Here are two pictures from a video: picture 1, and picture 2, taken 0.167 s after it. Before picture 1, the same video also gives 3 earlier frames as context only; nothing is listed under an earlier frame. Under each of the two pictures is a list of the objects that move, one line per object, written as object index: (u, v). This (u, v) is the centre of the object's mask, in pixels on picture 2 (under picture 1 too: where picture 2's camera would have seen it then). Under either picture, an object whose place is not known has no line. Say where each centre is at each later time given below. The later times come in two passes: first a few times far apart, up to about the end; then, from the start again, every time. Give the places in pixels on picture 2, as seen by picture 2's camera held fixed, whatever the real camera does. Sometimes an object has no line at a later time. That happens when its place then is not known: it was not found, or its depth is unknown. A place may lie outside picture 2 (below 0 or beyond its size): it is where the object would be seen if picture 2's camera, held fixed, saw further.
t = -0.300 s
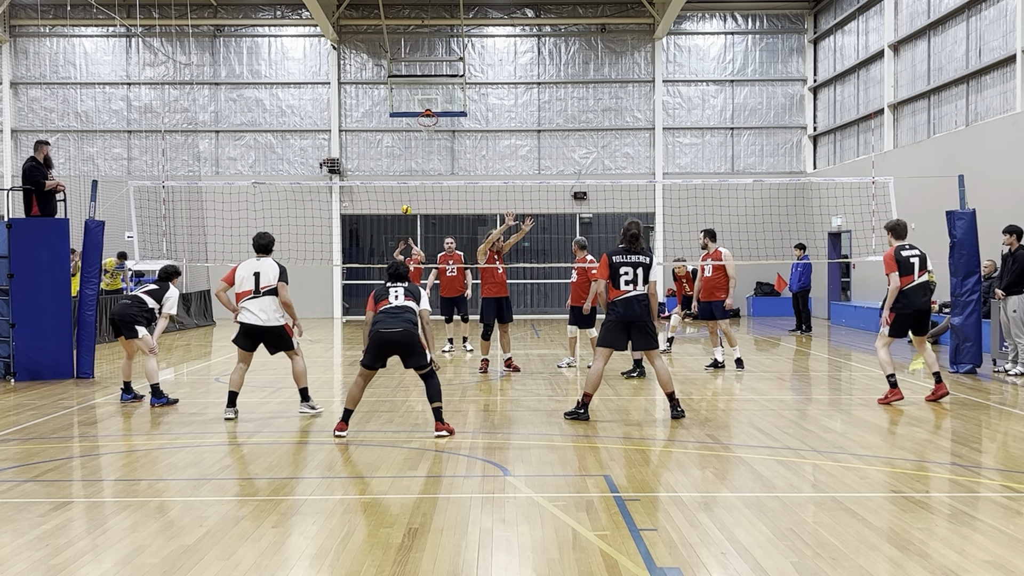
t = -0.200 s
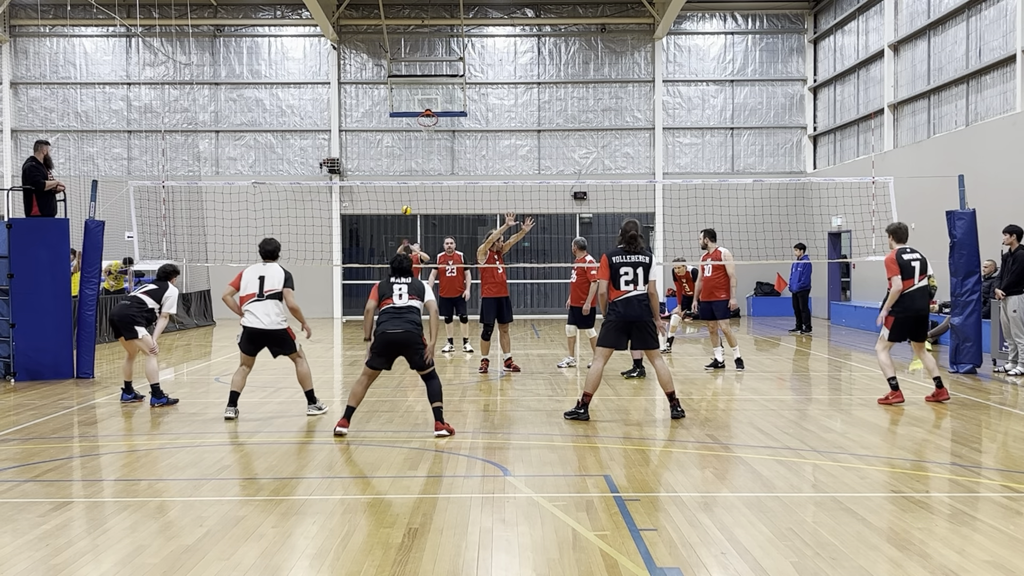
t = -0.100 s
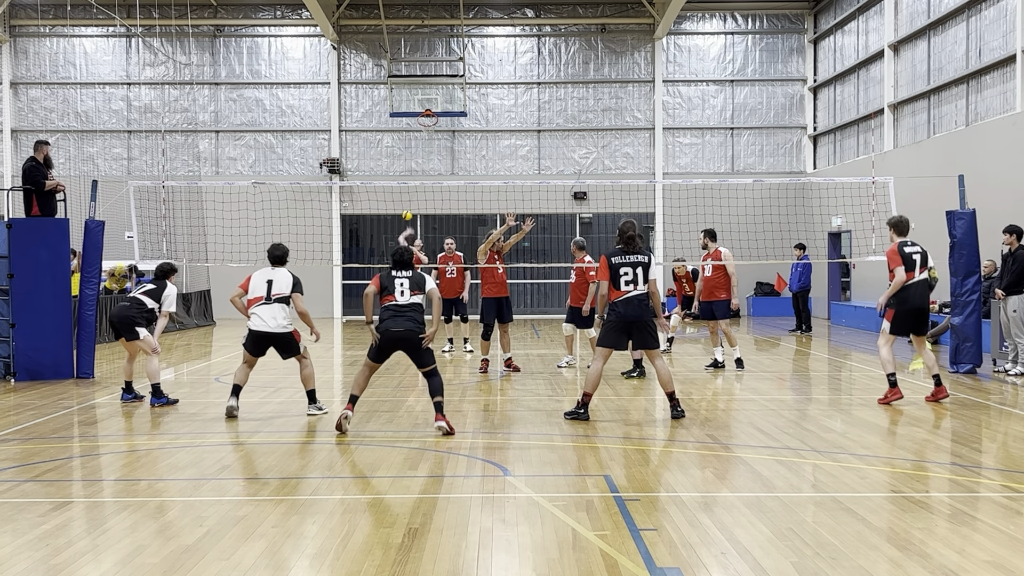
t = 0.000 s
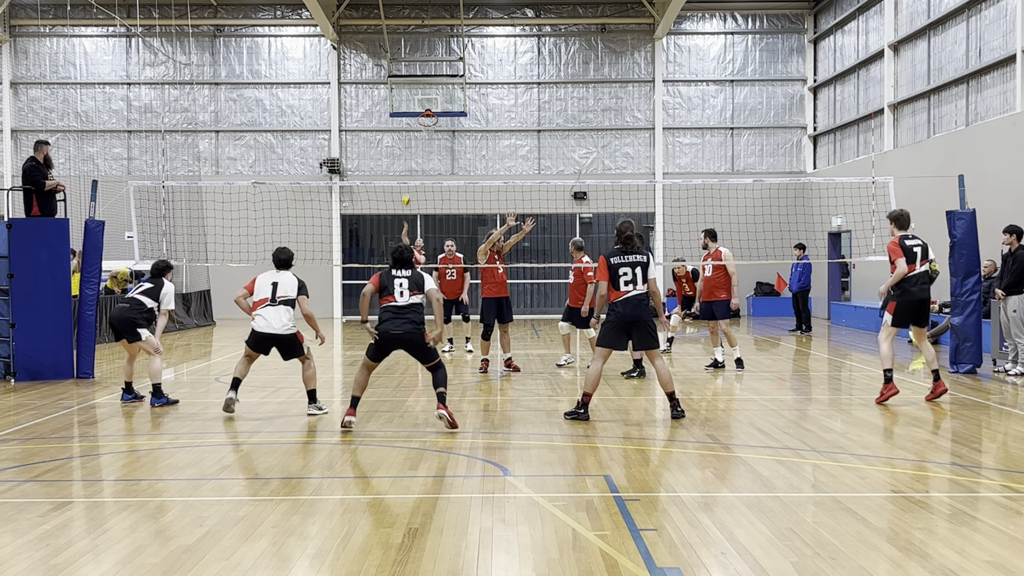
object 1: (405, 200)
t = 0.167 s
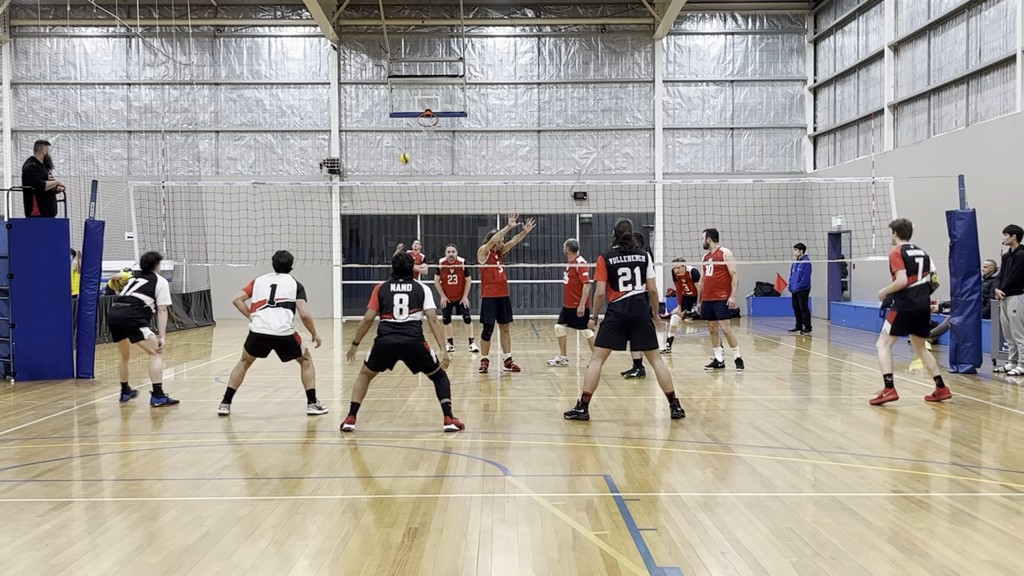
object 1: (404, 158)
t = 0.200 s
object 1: (405, 151)
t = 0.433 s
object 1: (408, 113)
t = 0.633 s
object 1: (409, 100)
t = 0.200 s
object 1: (405, 151)
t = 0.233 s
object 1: (405, 144)
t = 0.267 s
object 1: (405, 138)
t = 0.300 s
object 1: (406, 132)
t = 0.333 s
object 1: (407, 127)
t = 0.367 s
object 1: (407, 122)
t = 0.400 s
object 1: (407, 118)
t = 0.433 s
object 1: (408, 113)
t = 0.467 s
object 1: (409, 109)
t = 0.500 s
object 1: (409, 106)
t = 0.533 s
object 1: (409, 103)
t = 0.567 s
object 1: (409, 102)
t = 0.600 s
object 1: (409, 100)
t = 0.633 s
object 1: (409, 100)
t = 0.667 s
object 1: (410, 100)
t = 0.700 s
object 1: (410, 102)
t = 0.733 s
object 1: (412, 103)
